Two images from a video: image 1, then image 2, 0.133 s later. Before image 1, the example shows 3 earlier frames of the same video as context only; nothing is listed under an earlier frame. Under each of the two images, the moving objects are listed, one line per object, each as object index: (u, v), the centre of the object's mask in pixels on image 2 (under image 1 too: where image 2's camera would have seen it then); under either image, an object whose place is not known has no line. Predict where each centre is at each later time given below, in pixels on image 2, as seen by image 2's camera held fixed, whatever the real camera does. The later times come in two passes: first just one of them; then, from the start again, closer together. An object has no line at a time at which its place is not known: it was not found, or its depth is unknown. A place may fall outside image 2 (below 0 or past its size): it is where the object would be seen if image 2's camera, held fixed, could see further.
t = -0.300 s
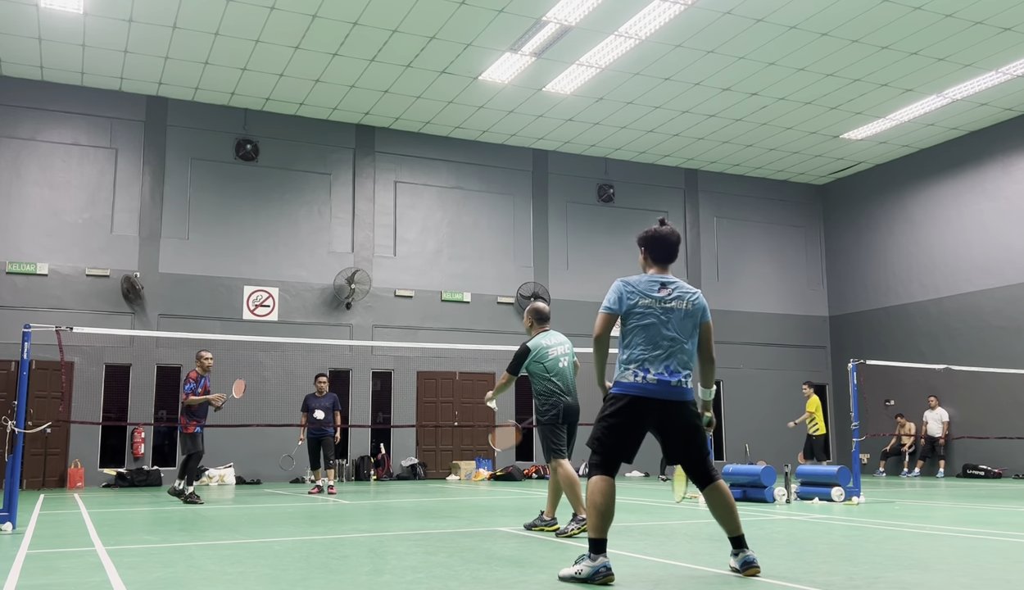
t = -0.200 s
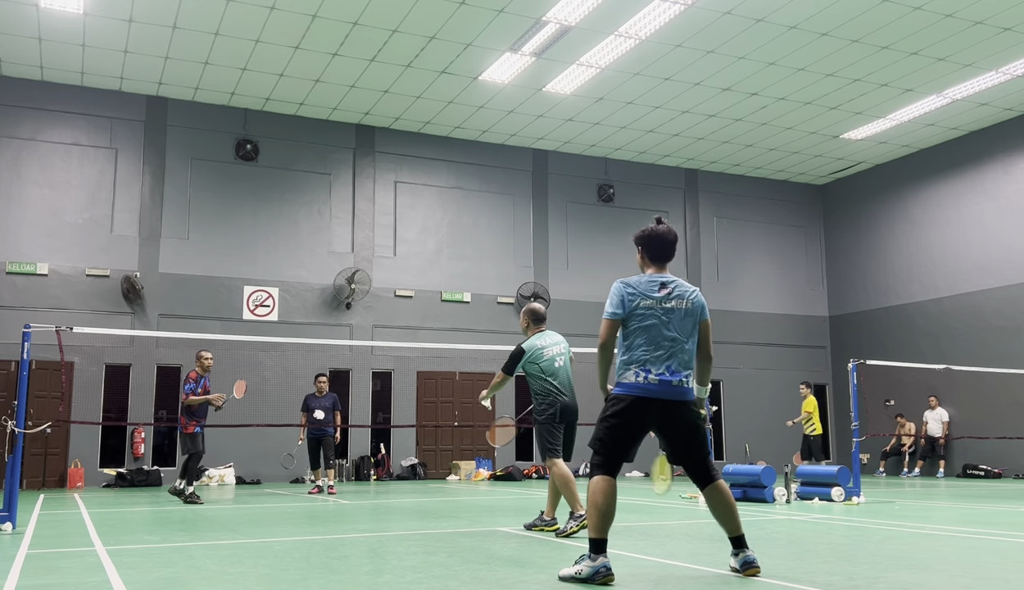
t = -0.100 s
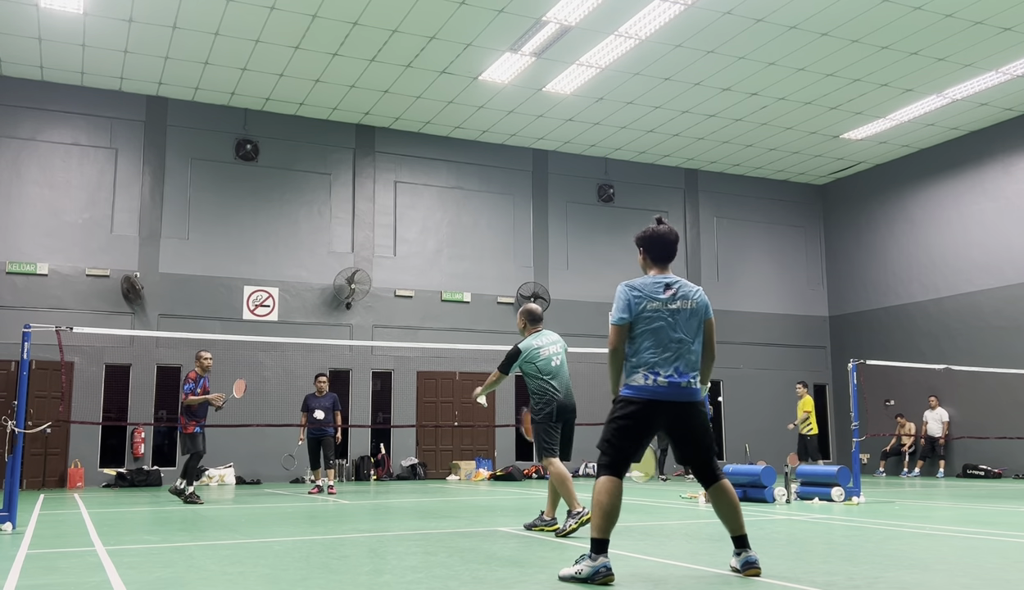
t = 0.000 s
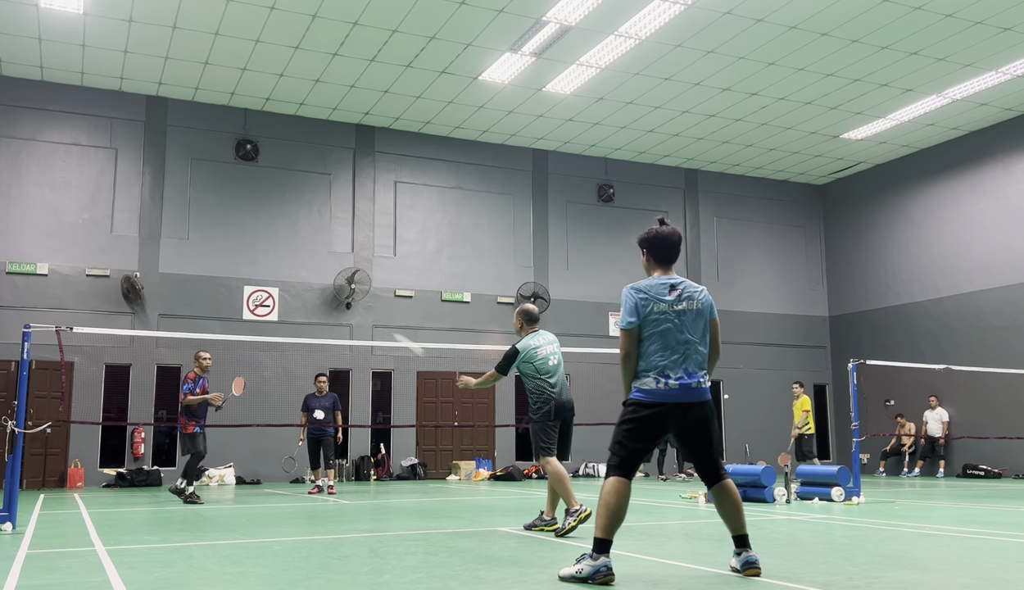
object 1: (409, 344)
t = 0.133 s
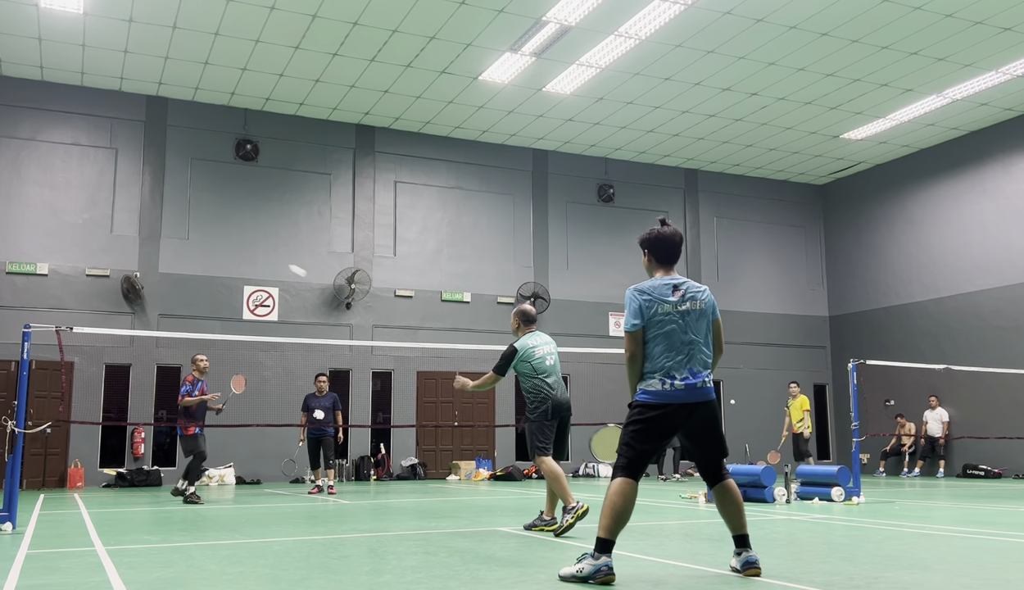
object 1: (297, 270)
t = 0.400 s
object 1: (190, 235)
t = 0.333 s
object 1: (209, 236)
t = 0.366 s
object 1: (199, 235)
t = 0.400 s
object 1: (190, 235)
